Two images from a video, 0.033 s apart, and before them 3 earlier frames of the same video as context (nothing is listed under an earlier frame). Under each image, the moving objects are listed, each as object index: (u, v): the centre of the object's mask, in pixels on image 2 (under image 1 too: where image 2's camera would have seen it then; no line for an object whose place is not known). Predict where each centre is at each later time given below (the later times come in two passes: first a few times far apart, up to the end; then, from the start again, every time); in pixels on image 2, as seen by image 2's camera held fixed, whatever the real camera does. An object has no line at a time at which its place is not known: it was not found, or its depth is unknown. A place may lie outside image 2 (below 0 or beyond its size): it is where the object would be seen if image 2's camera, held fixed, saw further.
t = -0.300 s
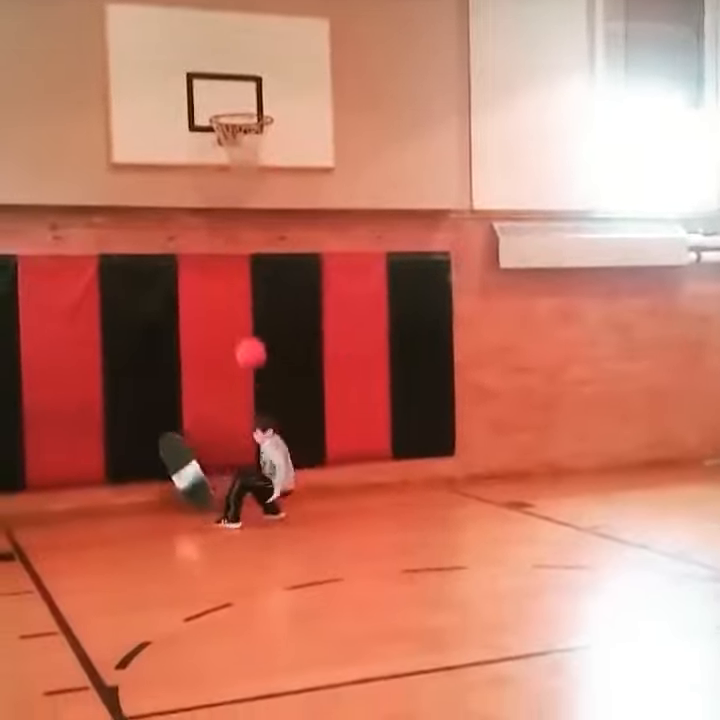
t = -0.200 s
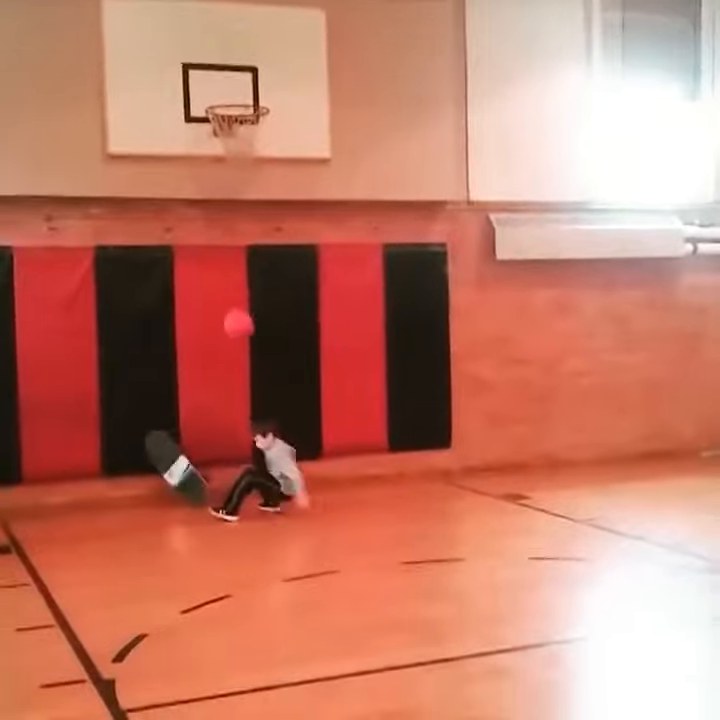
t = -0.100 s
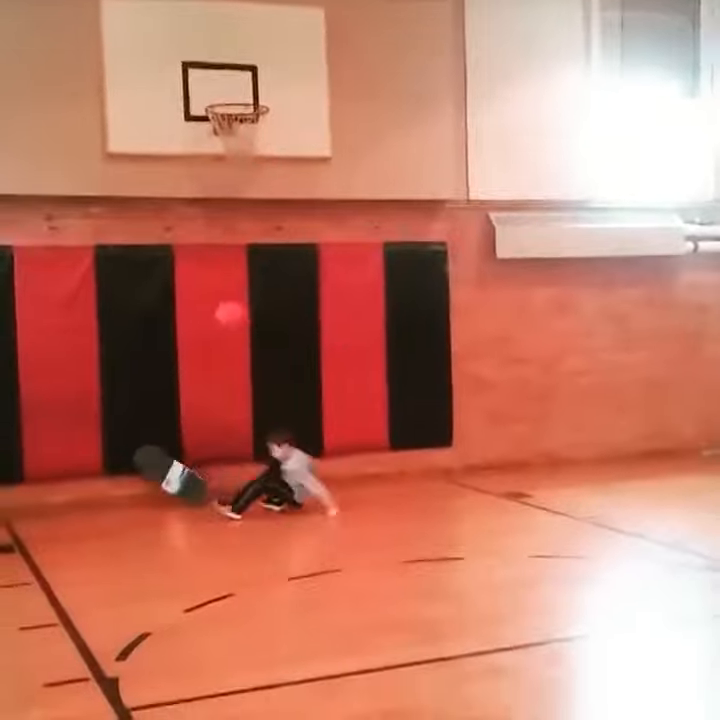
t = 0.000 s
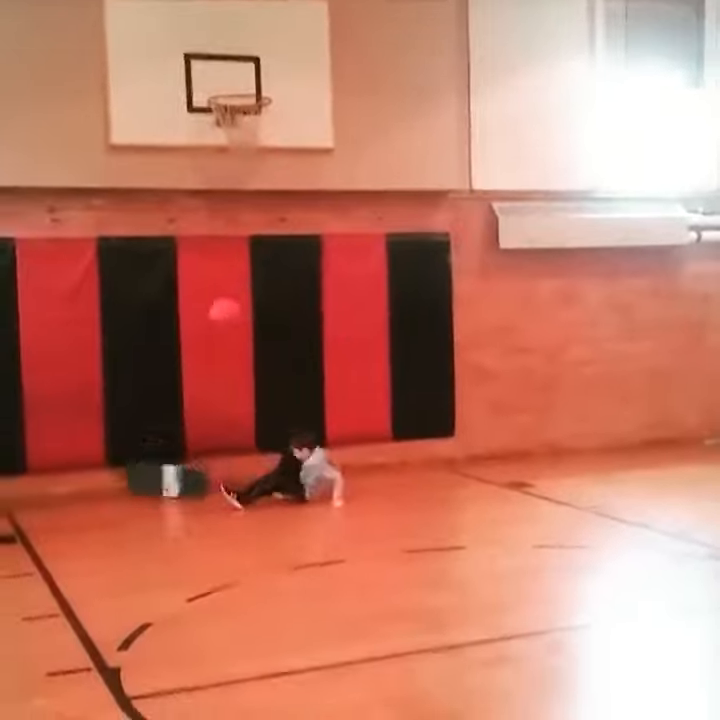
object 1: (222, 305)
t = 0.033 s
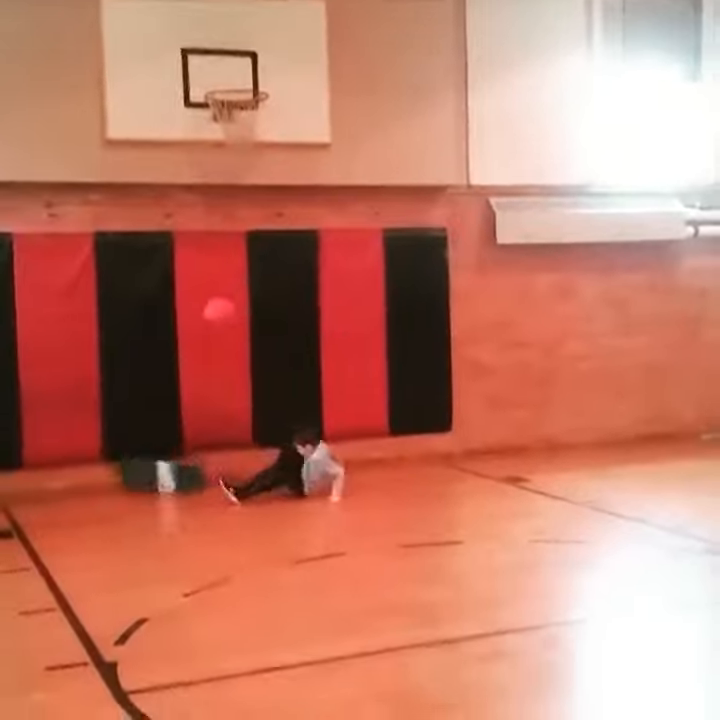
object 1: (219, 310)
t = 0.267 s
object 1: (204, 379)
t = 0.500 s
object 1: (211, 465)
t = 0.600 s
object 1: (234, 446)
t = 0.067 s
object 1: (216, 317)
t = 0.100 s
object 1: (214, 323)
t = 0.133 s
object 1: (212, 332)
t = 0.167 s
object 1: (209, 343)
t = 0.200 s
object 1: (208, 354)
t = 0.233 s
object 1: (206, 365)
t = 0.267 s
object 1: (204, 379)
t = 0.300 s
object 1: (202, 396)
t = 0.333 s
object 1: (200, 415)
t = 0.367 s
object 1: (200, 436)
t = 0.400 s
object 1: (198, 451)
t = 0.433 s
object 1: (199, 471)
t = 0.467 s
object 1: (202, 473)
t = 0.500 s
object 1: (211, 465)
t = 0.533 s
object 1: (219, 457)
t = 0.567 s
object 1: (226, 453)
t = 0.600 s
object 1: (234, 446)
